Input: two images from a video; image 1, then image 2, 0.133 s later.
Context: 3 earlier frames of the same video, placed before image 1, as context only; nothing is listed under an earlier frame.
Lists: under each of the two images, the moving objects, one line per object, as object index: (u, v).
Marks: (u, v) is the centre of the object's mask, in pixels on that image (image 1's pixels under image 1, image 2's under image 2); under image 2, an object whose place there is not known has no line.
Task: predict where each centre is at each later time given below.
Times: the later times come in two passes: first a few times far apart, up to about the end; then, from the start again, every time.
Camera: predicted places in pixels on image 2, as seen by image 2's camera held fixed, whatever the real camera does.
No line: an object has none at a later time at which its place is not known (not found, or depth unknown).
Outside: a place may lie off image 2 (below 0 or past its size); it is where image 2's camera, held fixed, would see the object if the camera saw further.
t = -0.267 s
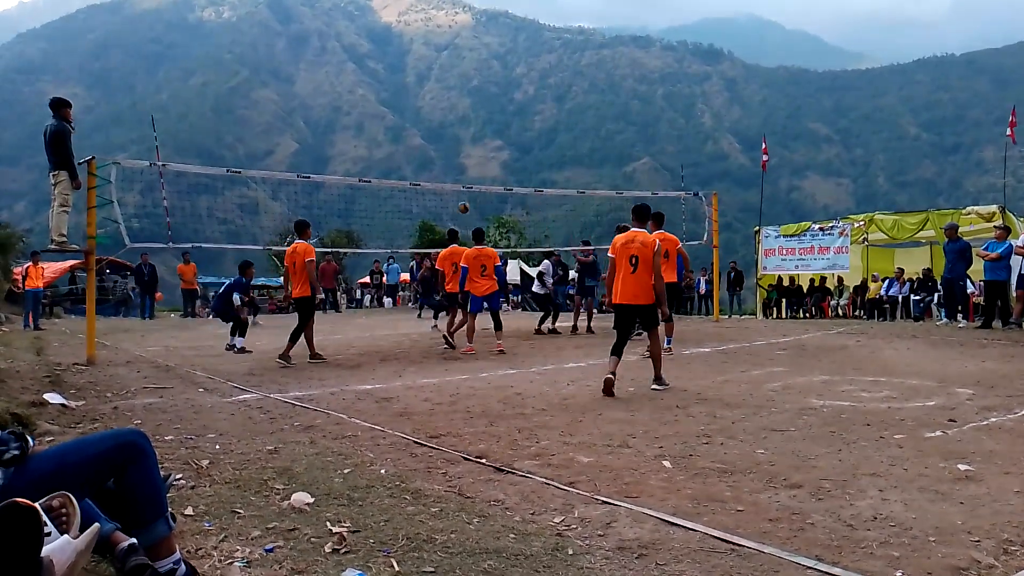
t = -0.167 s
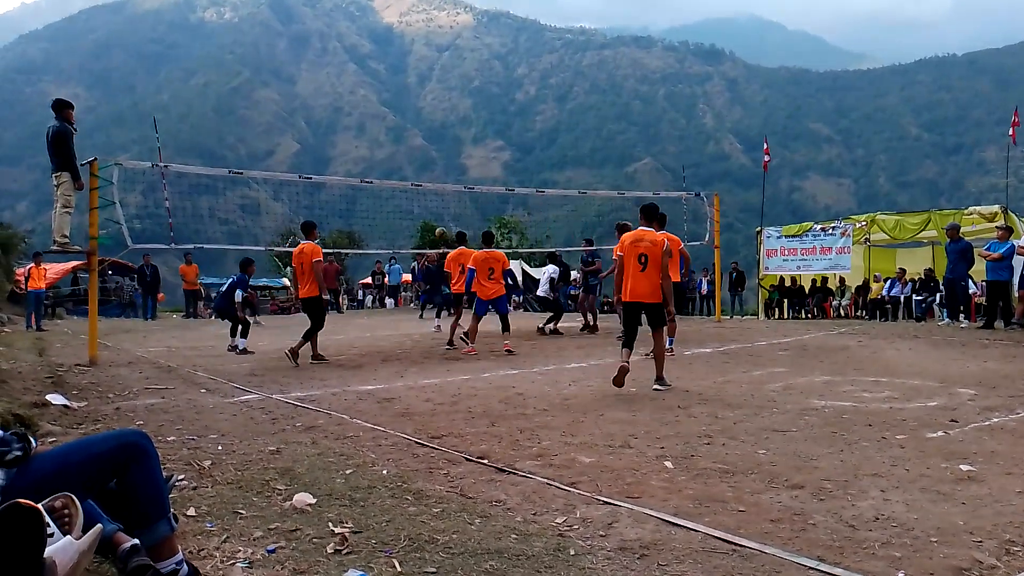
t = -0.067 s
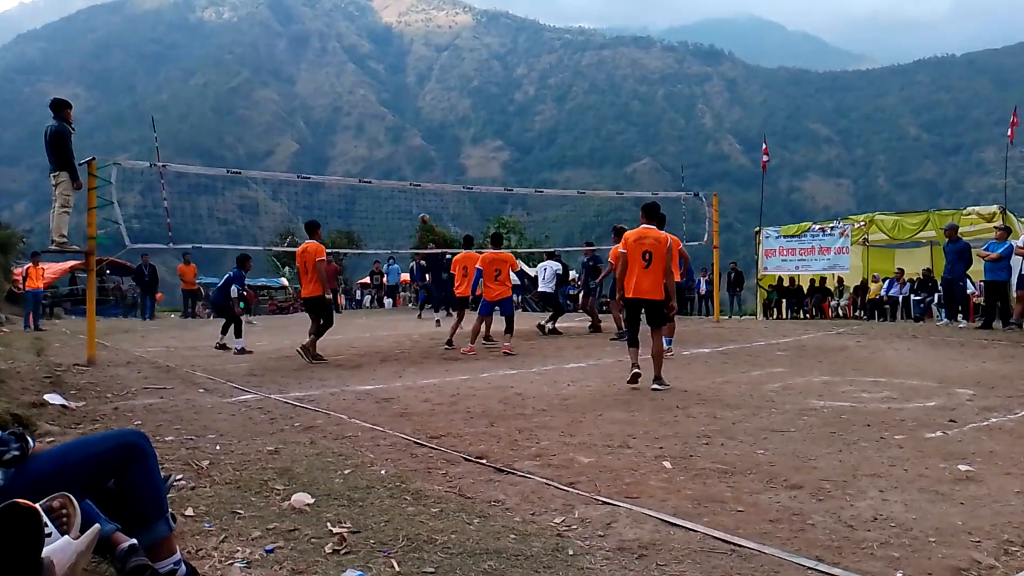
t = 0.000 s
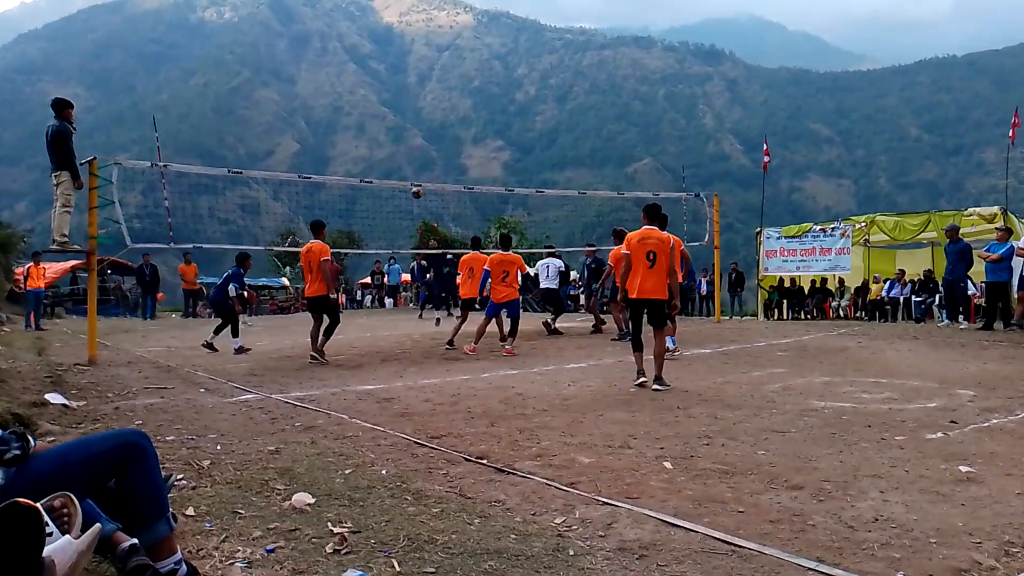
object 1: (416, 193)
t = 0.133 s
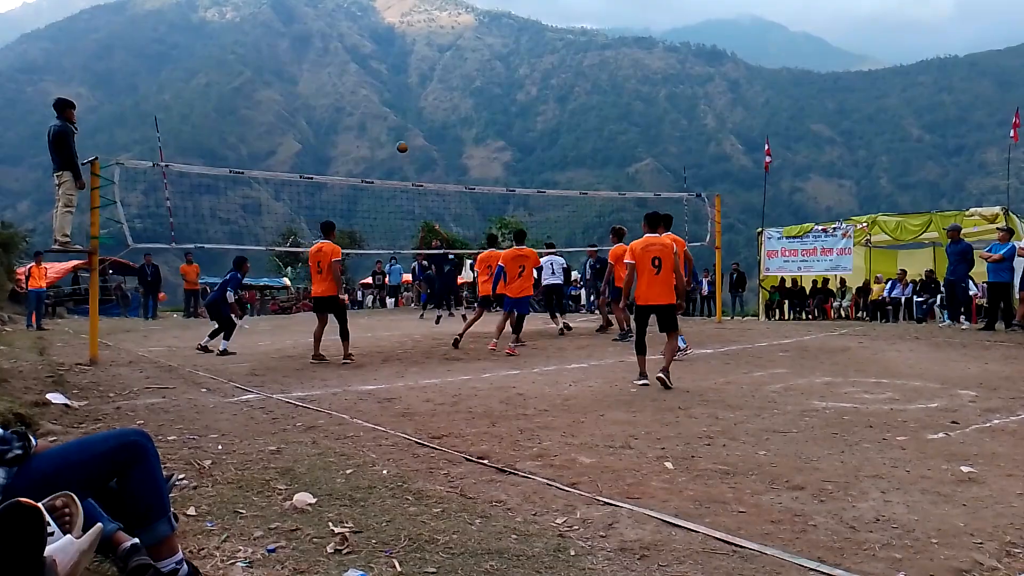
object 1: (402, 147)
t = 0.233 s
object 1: (389, 118)
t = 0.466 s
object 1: (361, 73)
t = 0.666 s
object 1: (335, 56)
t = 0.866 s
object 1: (310, 63)
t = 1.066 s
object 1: (285, 94)
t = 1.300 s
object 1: (257, 164)
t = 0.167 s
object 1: (398, 137)
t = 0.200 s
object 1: (393, 127)
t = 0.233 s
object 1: (389, 118)
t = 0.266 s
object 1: (385, 110)
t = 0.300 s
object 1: (381, 103)
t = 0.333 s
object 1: (377, 95)
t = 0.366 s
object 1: (372, 88)
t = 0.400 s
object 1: (369, 82)
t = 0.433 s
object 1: (364, 77)
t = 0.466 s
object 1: (361, 73)
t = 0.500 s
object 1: (356, 68)
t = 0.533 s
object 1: (352, 64)
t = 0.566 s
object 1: (348, 62)
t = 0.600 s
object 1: (344, 59)
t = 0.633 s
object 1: (339, 57)
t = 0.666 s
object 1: (335, 56)
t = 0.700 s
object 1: (331, 56)
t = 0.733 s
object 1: (327, 56)
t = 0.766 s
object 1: (323, 56)
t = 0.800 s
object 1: (319, 58)
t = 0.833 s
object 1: (314, 60)
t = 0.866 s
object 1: (310, 63)
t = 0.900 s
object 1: (306, 67)
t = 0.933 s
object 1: (302, 70)
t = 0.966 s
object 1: (298, 75)
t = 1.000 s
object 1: (293, 81)
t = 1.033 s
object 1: (289, 87)
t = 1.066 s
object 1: (285, 94)
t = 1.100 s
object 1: (281, 102)
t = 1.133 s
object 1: (277, 111)
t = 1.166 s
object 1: (273, 120)
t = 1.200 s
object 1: (268, 130)
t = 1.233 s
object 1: (264, 141)
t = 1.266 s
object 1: (261, 152)
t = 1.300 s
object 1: (257, 164)
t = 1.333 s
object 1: (252, 180)
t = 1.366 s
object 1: (249, 191)
